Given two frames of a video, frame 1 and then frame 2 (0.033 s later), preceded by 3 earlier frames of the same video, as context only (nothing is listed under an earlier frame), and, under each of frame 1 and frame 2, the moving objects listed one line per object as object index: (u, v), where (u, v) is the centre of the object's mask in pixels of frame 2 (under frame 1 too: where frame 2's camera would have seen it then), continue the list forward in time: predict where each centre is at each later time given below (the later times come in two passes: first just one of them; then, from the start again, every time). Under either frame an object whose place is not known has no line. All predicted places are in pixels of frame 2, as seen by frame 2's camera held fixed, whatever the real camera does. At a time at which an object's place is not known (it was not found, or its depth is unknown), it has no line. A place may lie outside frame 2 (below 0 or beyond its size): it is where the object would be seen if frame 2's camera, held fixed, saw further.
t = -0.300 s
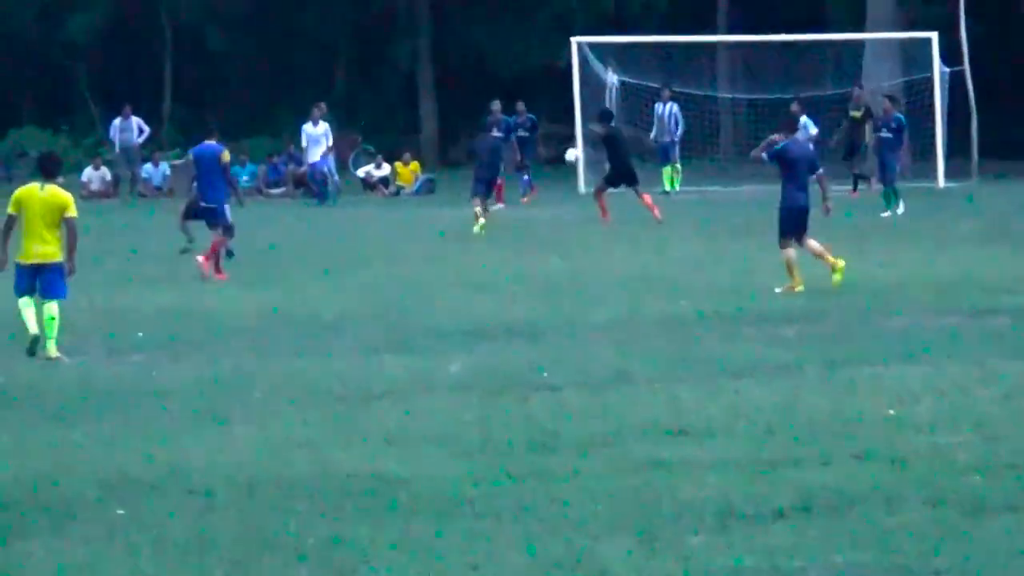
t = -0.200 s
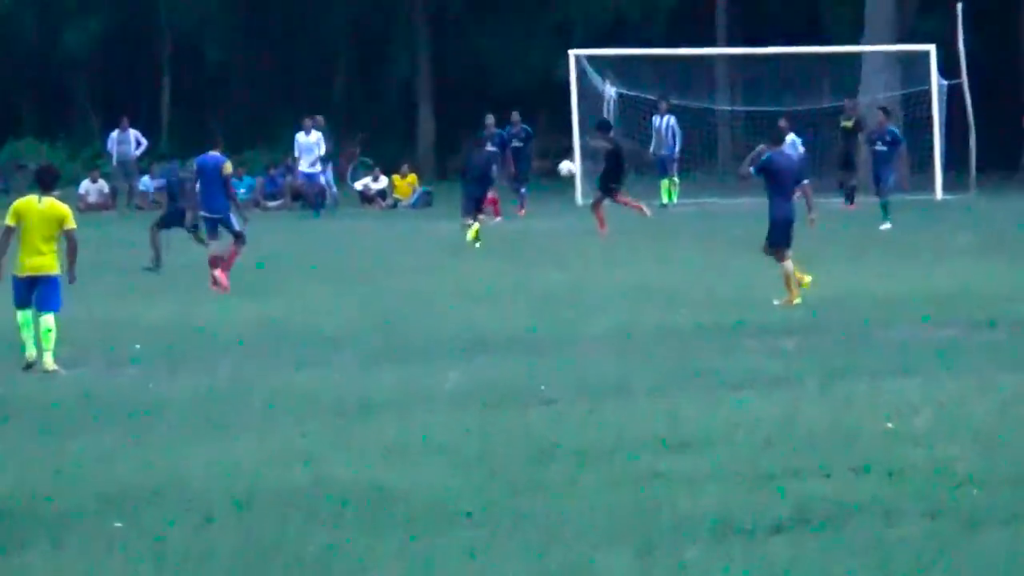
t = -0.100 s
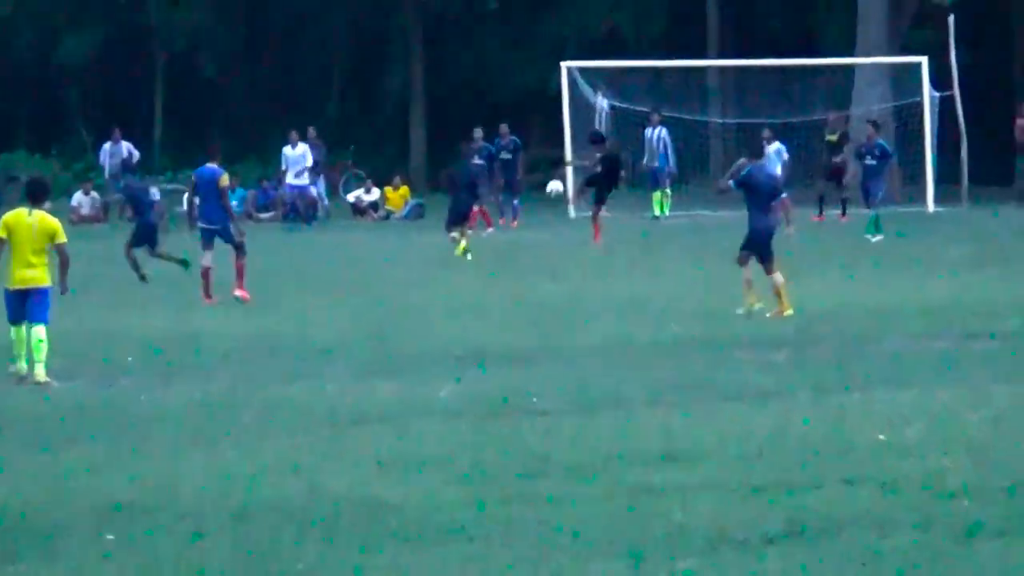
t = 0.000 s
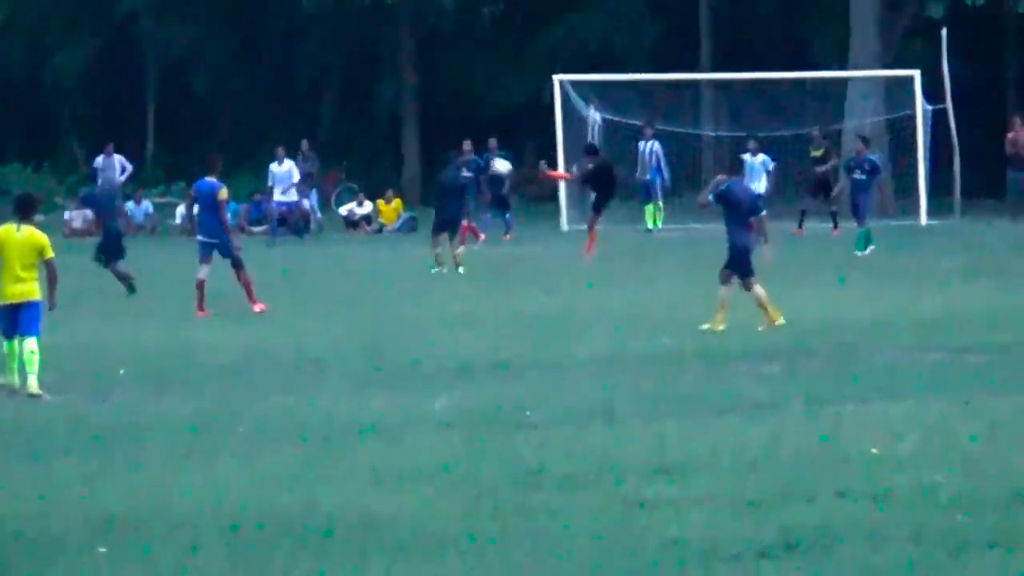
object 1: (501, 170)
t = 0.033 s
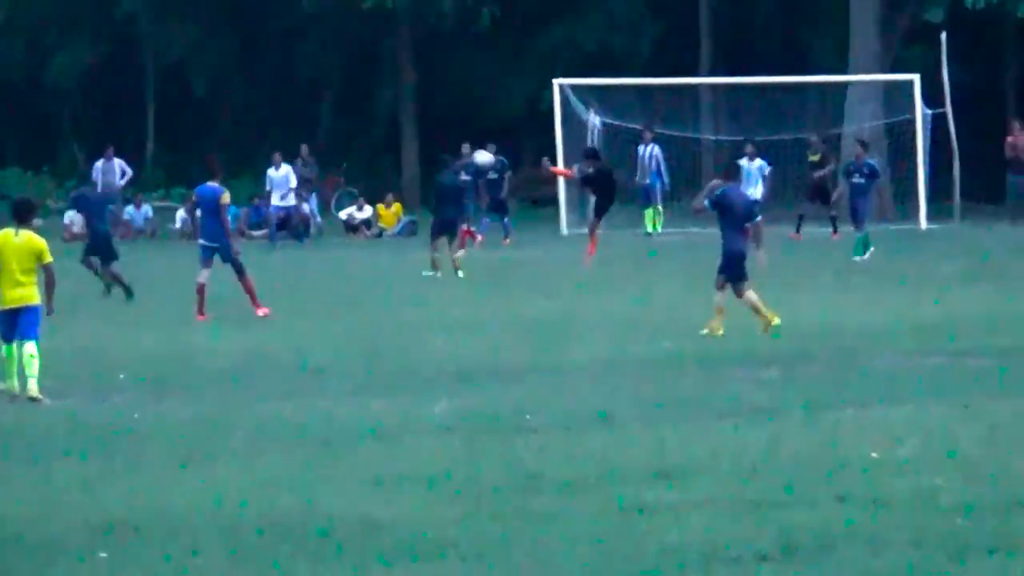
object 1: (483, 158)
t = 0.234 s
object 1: (374, 103)
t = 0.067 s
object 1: (464, 146)
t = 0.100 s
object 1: (447, 136)
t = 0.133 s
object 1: (428, 125)
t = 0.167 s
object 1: (410, 116)
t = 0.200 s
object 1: (392, 109)
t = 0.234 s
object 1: (374, 103)
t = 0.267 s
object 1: (356, 97)
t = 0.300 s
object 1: (339, 92)
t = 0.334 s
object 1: (320, 89)
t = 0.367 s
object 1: (305, 87)
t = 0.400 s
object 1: (290, 86)
